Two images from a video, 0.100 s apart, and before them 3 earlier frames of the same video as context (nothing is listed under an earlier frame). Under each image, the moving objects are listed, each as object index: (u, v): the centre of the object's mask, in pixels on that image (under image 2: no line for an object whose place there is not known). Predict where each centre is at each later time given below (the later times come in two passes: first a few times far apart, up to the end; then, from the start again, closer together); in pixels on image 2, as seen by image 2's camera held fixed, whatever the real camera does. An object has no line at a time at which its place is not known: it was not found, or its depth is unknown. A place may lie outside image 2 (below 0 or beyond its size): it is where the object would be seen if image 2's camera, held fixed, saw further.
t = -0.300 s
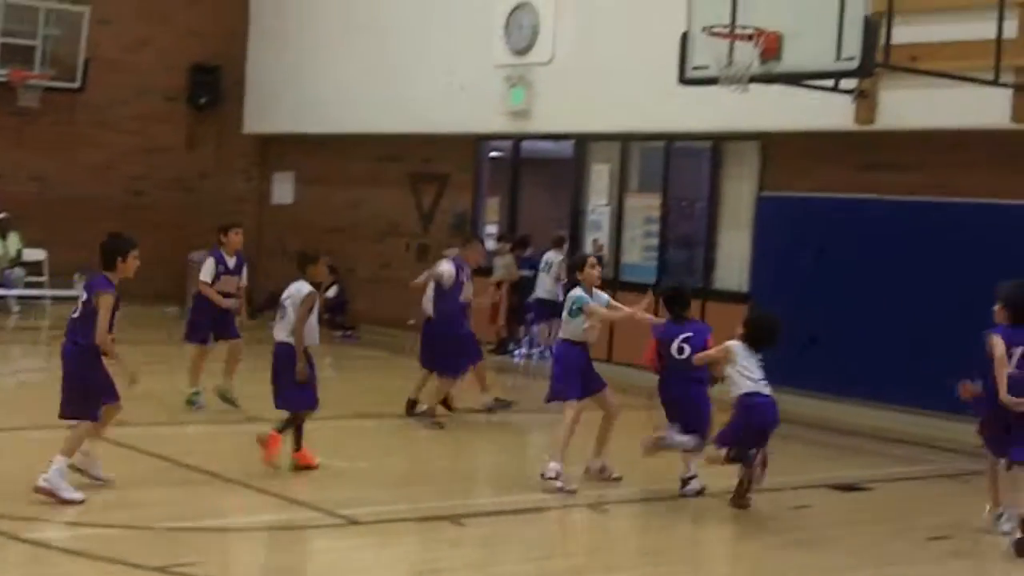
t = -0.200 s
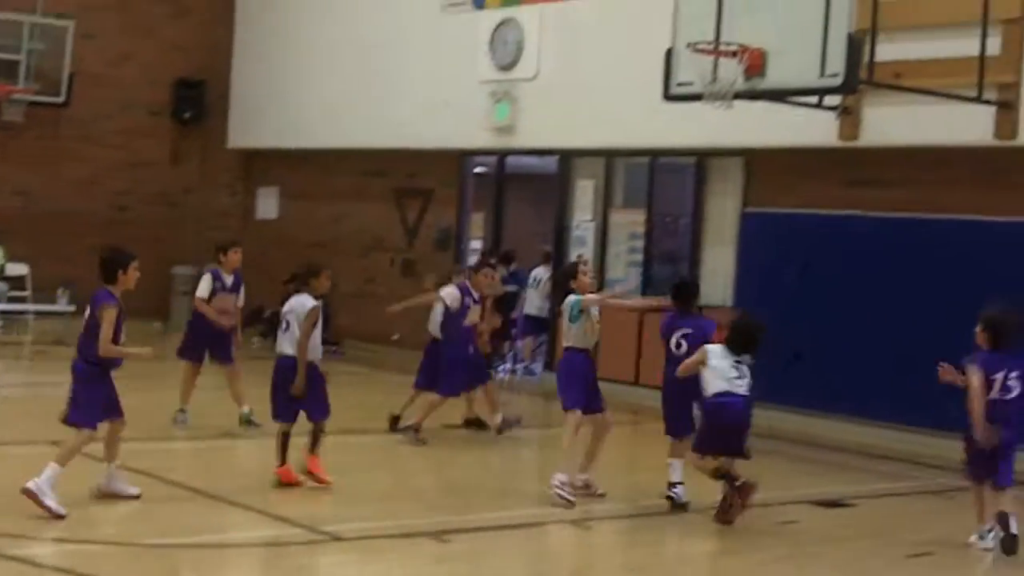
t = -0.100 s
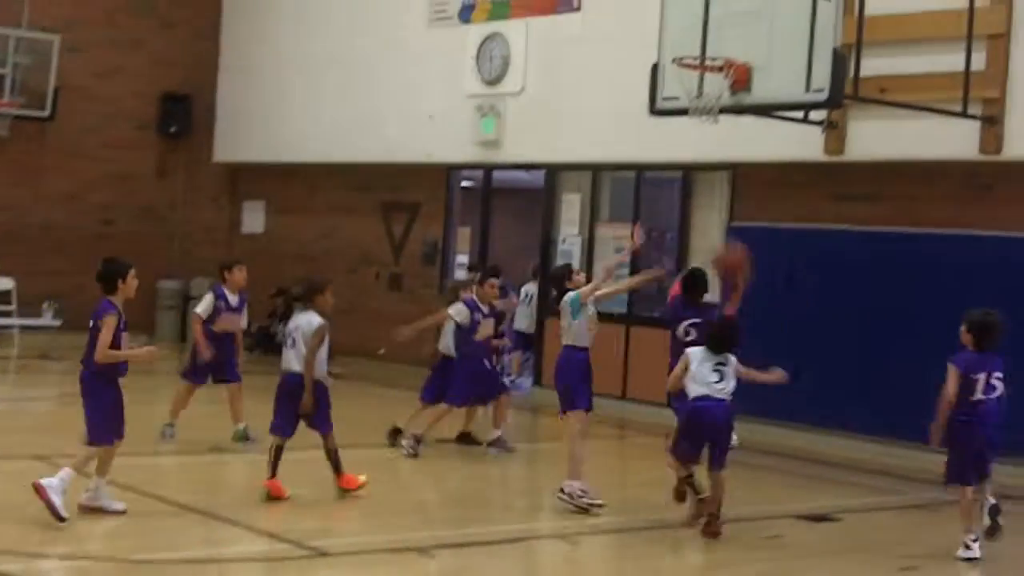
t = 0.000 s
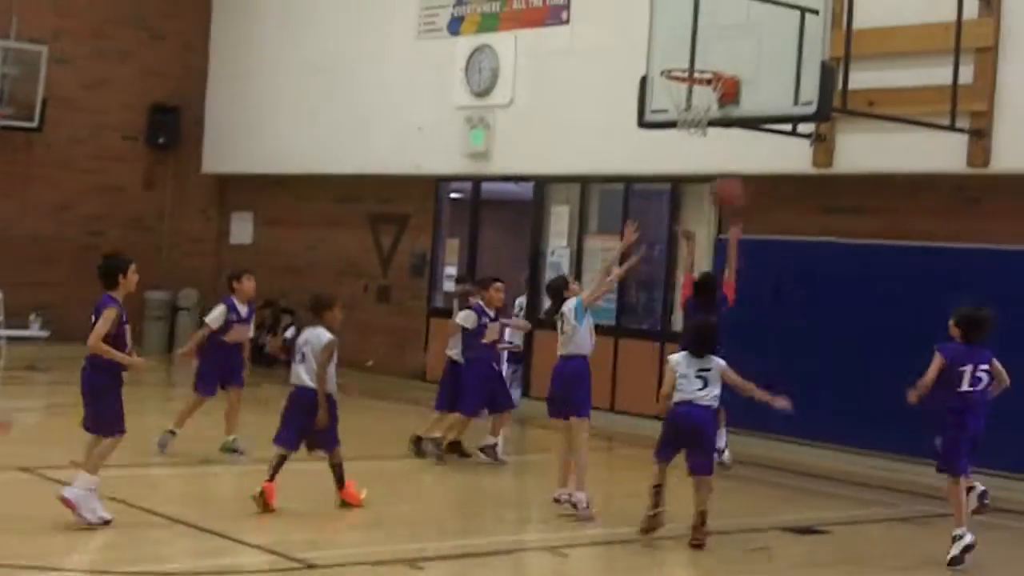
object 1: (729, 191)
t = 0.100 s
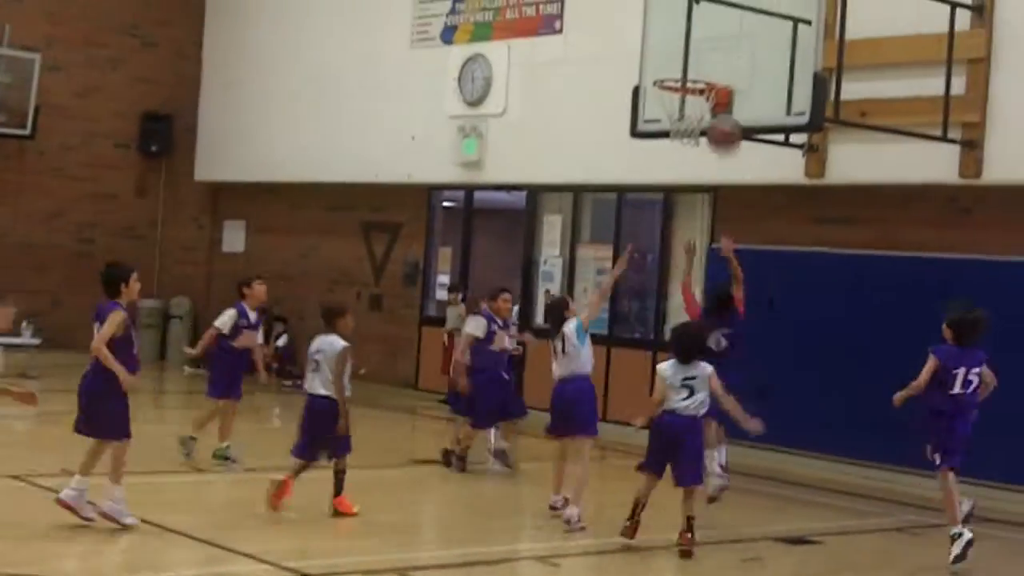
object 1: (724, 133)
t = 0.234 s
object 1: (727, 70)
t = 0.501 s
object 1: (729, 27)
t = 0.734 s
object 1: (704, 57)
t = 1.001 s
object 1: (673, 117)
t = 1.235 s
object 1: (703, 166)
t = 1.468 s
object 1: (727, 285)
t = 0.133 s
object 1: (724, 113)
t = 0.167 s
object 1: (725, 100)
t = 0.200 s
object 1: (727, 82)
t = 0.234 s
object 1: (727, 70)
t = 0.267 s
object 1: (727, 59)
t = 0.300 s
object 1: (728, 50)
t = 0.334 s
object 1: (728, 42)
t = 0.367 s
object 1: (729, 36)
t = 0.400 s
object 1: (729, 31)
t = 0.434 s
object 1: (729, 28)
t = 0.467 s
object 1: (729, 27)
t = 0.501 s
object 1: (729, 27)
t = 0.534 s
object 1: (729, 28)
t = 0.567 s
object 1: (729, 31)
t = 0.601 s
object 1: (728, 35)
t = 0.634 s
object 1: (728, 41)
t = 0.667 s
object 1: (724, 46)
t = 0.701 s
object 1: (714, 51)
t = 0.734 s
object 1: (704, 57)
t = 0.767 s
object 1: (694, 66)
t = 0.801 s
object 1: (684, 76)
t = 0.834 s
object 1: (672, 87)
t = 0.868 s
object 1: (666, 97)
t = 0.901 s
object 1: (666, 105)
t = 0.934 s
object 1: (667, 111)
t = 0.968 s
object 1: (669, 115)
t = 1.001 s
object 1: (673, 117)
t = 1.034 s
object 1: (677, 120)
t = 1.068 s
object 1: (682, 124)
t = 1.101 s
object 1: (687, 130)
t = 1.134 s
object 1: (690, 137)
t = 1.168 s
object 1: (695, 143)
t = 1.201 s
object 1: (698, 155)
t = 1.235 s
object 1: (703, 166)
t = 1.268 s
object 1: (706, 178)
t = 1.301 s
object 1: (711, 194)
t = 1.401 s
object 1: (721, 245)
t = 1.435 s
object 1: (724, 264)
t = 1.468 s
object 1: (727, 285)
